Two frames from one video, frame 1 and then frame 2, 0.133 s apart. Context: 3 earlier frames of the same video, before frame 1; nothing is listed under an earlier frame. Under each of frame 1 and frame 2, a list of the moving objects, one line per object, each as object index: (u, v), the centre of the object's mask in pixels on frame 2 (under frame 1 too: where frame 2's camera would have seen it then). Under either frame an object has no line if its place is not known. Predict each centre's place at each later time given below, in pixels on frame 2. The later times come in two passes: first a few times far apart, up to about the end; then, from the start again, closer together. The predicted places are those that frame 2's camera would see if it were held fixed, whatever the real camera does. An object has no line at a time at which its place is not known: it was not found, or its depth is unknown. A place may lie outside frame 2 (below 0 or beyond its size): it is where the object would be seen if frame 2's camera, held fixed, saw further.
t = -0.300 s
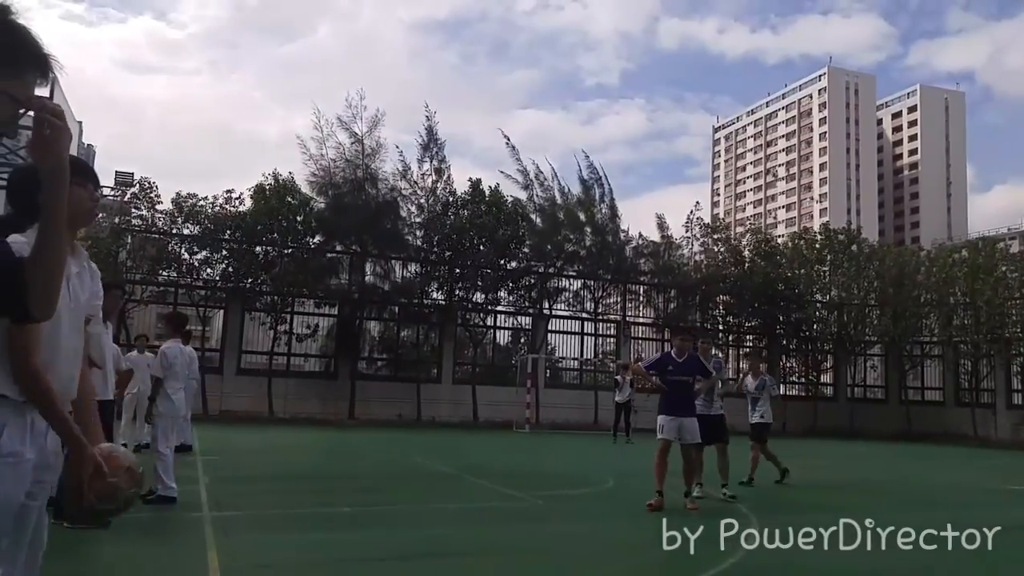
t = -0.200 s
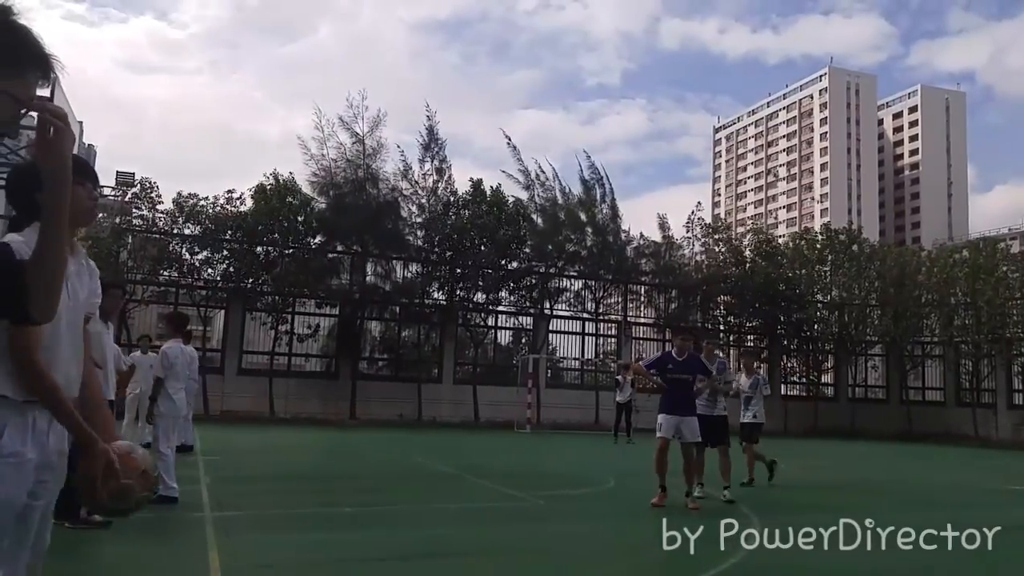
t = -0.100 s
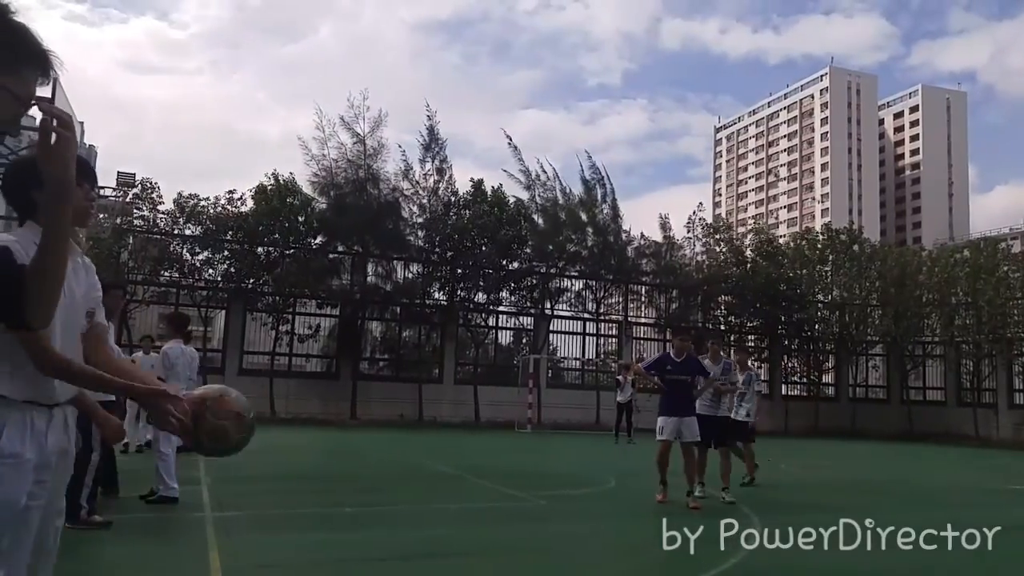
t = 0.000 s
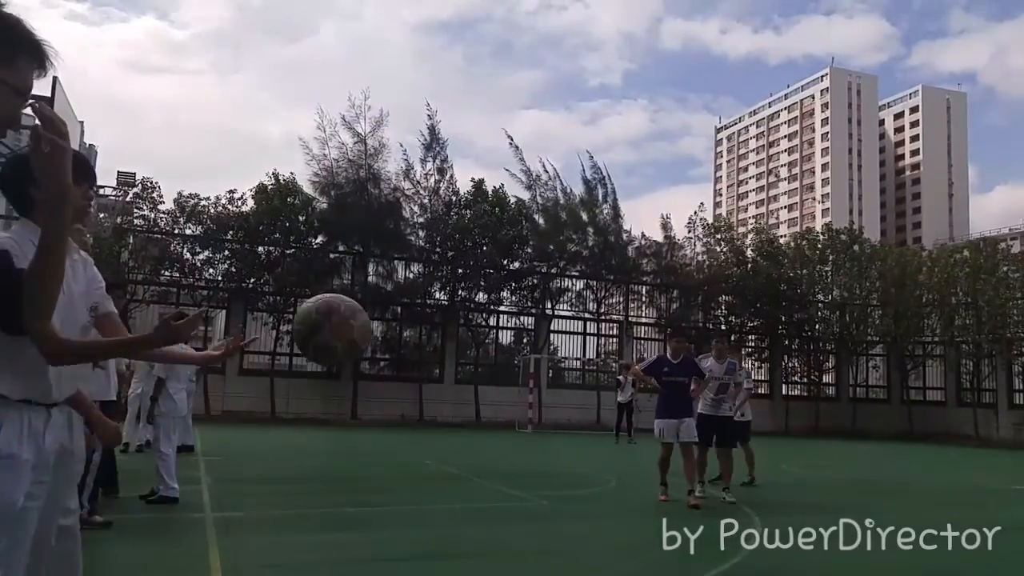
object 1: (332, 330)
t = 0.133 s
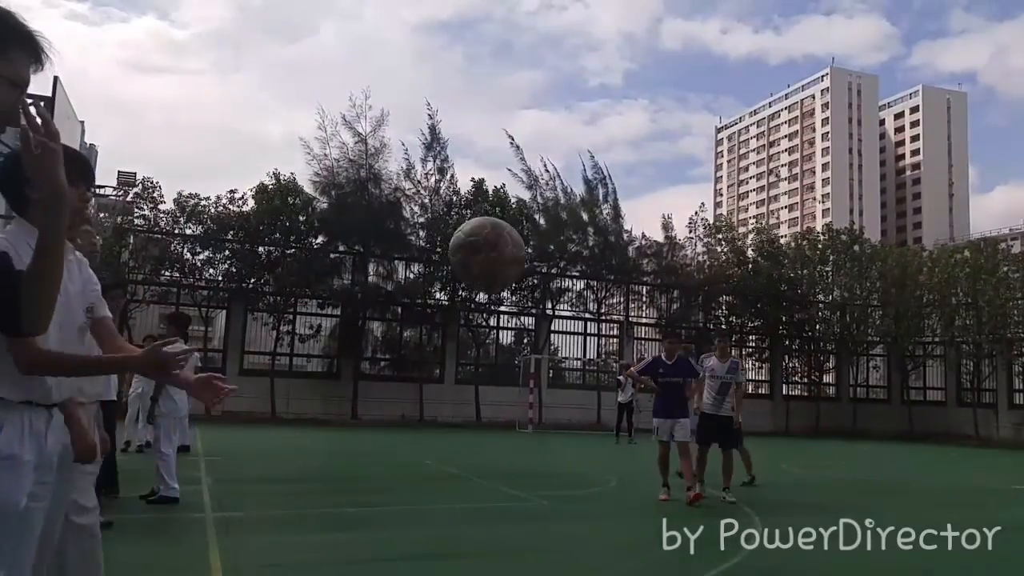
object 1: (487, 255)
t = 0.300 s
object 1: (687, 239)
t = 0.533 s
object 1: (991, 392)
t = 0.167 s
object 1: (525, 245)
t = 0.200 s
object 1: (565, 237)
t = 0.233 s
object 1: (605, 234)
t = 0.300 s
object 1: (687, 239)
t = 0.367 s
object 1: (772, 259)
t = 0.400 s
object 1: (815, 274)
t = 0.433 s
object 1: (859, 297)
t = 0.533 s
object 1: (991, 392)
